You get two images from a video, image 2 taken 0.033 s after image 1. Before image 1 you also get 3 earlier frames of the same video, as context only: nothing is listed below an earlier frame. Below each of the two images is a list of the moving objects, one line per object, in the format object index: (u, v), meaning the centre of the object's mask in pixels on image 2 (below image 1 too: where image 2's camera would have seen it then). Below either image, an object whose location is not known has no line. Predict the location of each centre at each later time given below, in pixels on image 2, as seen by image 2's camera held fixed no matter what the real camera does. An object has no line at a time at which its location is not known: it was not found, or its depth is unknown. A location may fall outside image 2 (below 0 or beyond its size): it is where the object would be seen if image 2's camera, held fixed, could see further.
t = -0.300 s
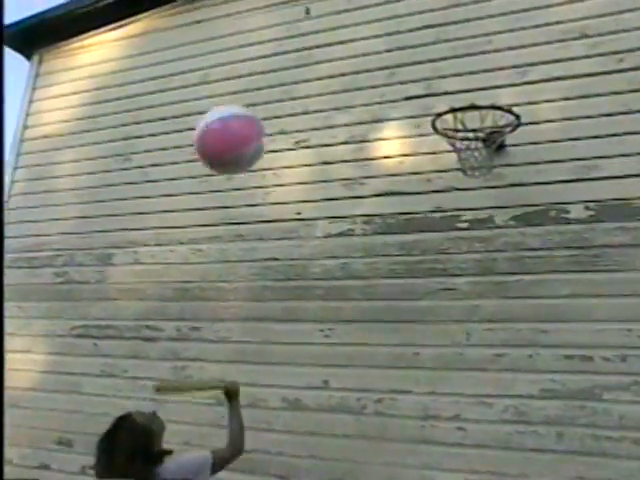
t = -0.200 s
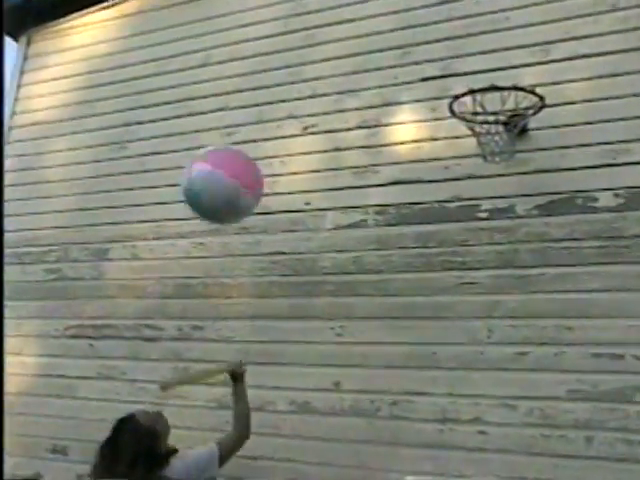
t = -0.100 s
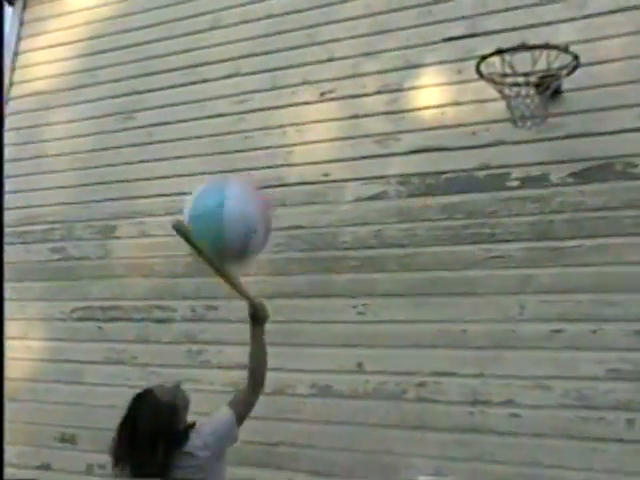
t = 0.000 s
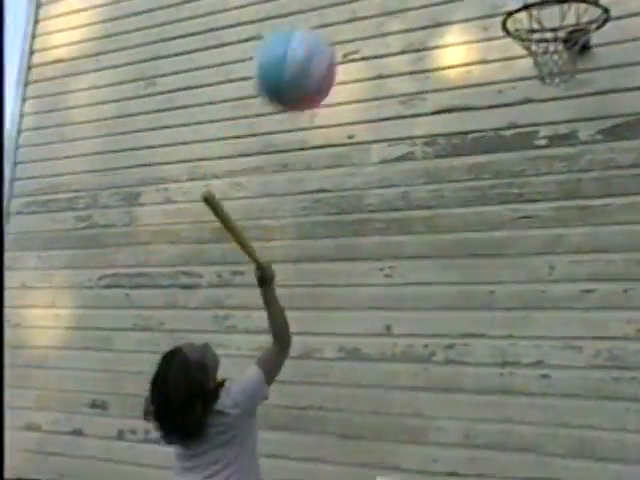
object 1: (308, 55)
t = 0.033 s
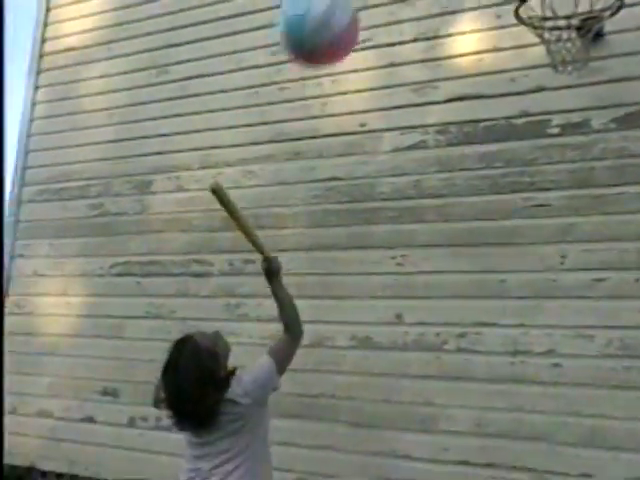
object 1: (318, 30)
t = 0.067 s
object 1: (330, 20)
